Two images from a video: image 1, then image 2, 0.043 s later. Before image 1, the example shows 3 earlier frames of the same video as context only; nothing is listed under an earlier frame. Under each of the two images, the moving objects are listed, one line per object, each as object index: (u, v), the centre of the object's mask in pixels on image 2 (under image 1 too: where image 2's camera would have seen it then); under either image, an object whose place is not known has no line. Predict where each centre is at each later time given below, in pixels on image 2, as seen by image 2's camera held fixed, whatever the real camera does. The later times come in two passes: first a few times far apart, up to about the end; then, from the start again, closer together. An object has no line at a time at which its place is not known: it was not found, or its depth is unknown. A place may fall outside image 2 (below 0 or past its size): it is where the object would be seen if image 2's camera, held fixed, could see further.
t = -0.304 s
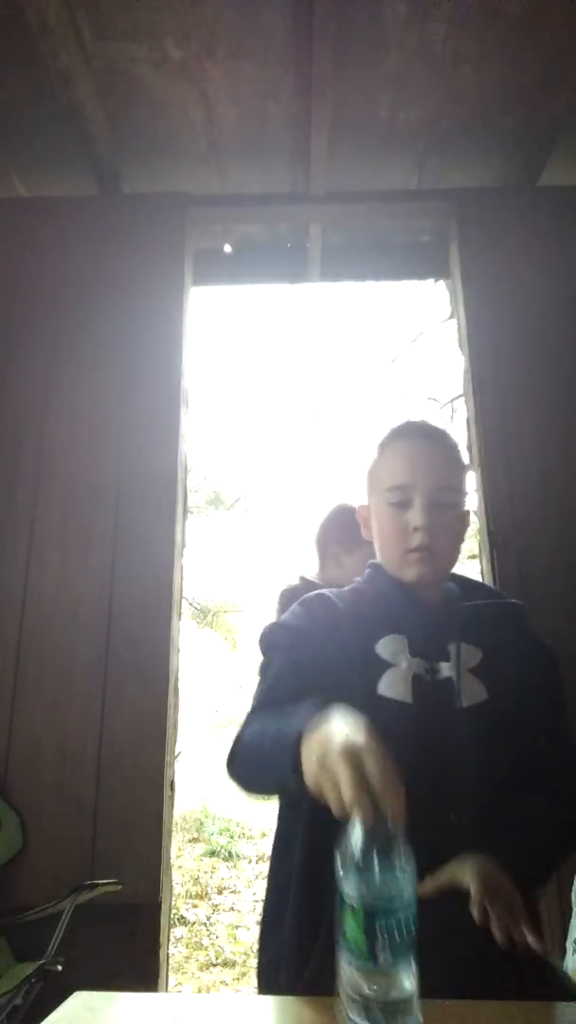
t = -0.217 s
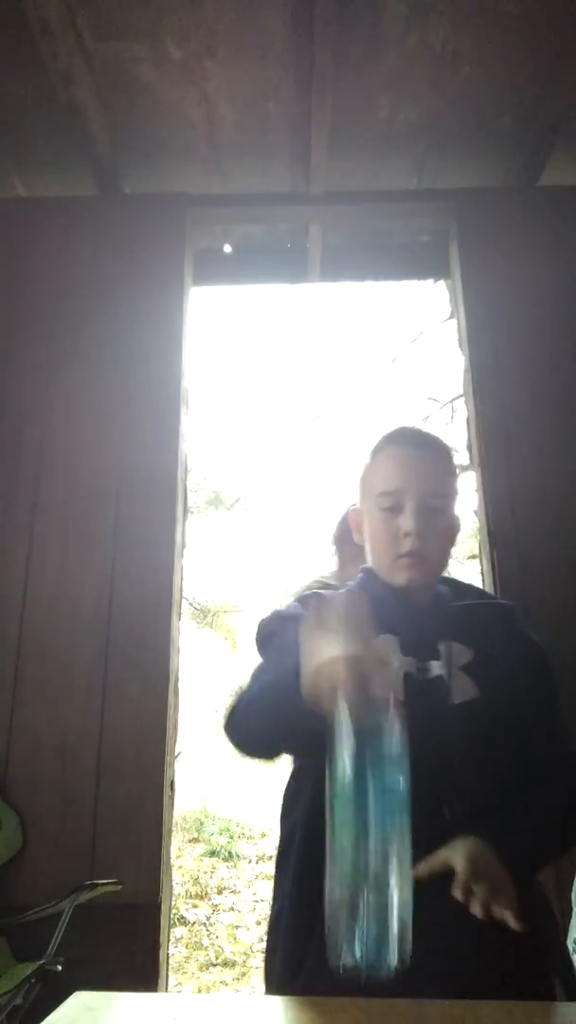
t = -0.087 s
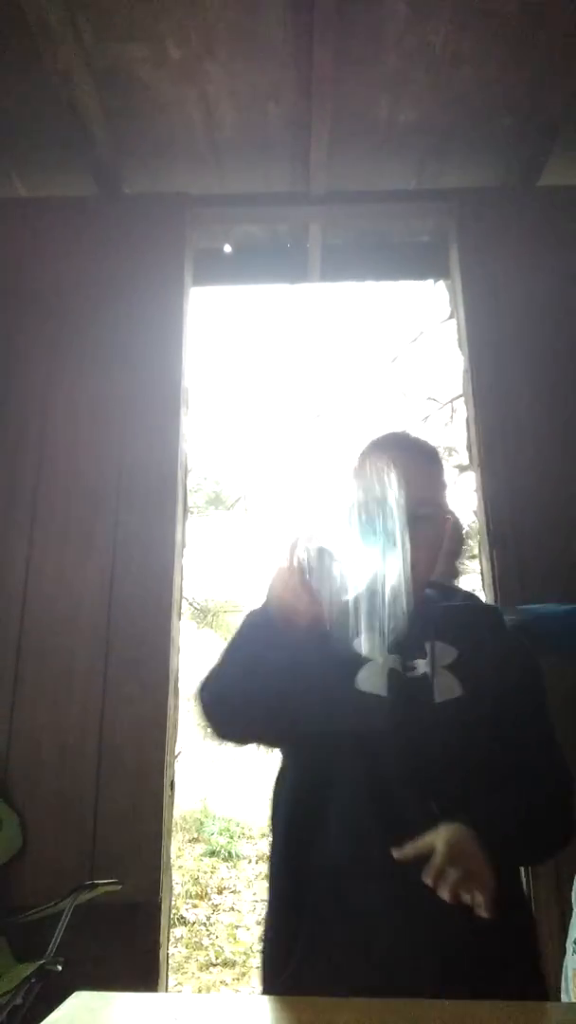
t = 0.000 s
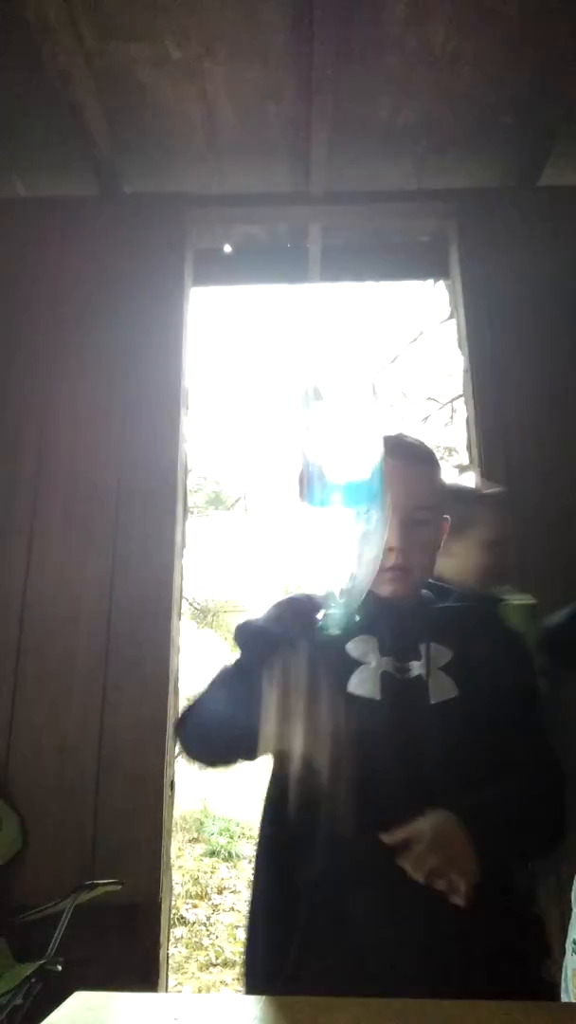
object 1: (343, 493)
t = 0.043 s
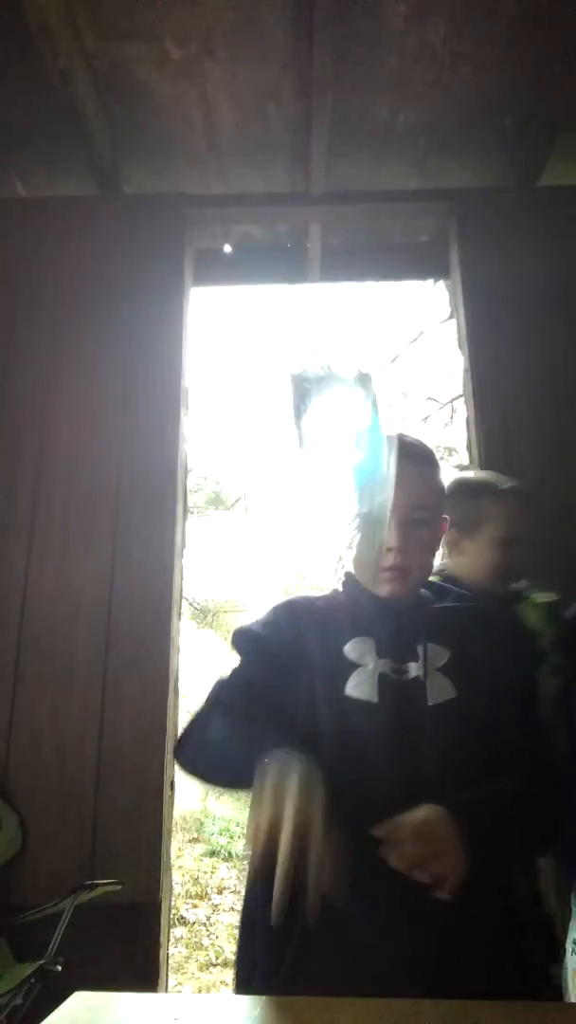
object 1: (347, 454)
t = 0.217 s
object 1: (305, 498)
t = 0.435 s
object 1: (231, 936)
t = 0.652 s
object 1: (202, 935)
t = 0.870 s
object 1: (256, 938)
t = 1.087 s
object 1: (256, 939)
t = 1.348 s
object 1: (256, 939)
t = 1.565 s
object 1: (255, 940)
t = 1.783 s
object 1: (255, 938)
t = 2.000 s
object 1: (256, 939)
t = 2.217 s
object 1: (256, 938)
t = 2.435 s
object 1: (256, 938)
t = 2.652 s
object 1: (255, 939)
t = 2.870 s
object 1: (255, 939)
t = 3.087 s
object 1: (256, 939)
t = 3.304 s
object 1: (256, 939)
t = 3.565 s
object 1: (255, 939)
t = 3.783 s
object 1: (255, 940)
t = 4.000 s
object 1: (255, 940)
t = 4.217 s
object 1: (255, 939)
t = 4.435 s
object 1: (255, 939)
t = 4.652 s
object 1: (255, 939)
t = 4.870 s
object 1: (255, 939)
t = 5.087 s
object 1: (255, 939)
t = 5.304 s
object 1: (255, 939)
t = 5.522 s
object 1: (255, 938)
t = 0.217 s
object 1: (305, 498)
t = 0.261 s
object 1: (293, 614)
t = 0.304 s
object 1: (285, 751)
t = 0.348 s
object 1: (275, 845)
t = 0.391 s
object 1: (260, 932)
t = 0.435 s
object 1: (231, 936)
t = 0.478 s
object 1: (212, 939)
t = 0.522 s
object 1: (199, 938)
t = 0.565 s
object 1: (192, 940)
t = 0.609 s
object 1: (191, 938)
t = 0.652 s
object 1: (202, 935)
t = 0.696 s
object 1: (239, 929)
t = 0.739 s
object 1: (261, 937)
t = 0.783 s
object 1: (258, 934)
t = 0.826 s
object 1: (251, 937)
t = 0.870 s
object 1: (256, 938)
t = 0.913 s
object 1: (256, 938)
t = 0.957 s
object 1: (256, 939)
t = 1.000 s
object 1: (255, 938)
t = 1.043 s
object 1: (255, 939)
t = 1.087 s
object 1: (256, 939)
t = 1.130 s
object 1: (256, 939)
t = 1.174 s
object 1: (255, 939)
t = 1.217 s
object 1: (256, 939)
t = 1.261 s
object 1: (256, 939)
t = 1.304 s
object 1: (255, 939)
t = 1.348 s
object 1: (256, 939)
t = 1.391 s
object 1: (256, 940)
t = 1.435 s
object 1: (255, 940)
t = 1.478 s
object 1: (255, 940)
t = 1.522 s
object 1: (255, 940)
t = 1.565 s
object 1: (255, 940)
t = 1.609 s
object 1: (256, 940)
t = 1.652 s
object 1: (256, 940)
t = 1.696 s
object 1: (255, 939)
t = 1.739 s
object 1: (255, 939)
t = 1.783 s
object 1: (255, 938)
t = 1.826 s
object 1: (255, 938)
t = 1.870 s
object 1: (255, 938)
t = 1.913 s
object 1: (255, 939)
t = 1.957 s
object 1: (256, 939)
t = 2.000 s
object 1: (256, 939)
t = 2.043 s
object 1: (256, 939)
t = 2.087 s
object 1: (256, 939)
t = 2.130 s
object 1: (256, 939)
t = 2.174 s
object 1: (256, 939)
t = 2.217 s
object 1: (256, 938)
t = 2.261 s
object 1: (256, 939)
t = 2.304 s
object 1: (256, 939)
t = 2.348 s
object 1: (256, 938)
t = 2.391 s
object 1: (256, 939)
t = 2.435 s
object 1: (256, 938)
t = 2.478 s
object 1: (256, 939)
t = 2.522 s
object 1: (255, 939)
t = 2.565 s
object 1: (255, 939)
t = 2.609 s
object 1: (255, 939)
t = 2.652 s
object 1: (255, 939)
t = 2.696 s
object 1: (255, 939)
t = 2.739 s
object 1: (255, 939)
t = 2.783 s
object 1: (255, 939)
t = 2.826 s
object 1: (255, 939)
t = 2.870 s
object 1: (255, 939)
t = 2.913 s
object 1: (255, 939)
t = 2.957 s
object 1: (255, 939)
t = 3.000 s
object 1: (255, 939)
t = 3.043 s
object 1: (256, 939)
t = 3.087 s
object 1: (256, 939)
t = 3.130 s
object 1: (256, 939)
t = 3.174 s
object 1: (256, 939)
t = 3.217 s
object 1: (256, 939)
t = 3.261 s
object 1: (255, 939)
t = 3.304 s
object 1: (256, 939)
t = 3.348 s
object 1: (256, 939)
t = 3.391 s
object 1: (256, 939)
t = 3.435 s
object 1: (255, 939)
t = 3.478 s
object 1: (255, 939)
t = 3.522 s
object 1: (255, 939)
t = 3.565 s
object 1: (255, 939)
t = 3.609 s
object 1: (255, 939)
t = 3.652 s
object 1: (255, 939)
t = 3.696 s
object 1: (255, 939)
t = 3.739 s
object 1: (255, 939)
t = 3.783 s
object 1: (255, 940)
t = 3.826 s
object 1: (255, 940)
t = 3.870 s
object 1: (255, 940)
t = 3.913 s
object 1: (255, 940)
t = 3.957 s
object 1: (255, 940)
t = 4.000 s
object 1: (255, 940)
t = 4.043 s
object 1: (255, 940)
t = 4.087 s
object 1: (255, 940)
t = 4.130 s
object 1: (255, 939)
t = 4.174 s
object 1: (255, 939)
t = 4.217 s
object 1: (255, 939)
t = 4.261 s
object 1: (255, 939)
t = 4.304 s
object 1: (255, 939)
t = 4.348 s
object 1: (256, 939)
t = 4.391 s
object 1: (256, 939)
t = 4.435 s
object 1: (255, 939)
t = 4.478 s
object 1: (255, 939)
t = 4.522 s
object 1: (255, 939)
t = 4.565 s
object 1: (255, 939)
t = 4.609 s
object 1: (255, 939)
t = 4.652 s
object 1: (255, 939)
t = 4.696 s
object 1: (255, 939)
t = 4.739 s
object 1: (255, 939)
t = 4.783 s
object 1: (255, 939)
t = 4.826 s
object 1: (255, 939)
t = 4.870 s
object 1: (255, 939)
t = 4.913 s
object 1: (255, 939)
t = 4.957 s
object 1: (255, 939)
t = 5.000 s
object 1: (255, 939)
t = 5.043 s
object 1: (255, 939)
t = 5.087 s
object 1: (255, 939)
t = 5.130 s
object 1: (255, 939)
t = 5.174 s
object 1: (255, 939)
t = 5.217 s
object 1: (255, 939)
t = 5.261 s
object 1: (255, 939)
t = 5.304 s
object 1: (255, 939)
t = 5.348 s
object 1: (255, 939)
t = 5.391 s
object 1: (255, 939)
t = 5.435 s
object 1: (255, 939)
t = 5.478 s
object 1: (255, 938)
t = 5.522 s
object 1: (255, 938)
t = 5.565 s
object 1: (255, 939)
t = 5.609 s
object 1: (255, 938)
